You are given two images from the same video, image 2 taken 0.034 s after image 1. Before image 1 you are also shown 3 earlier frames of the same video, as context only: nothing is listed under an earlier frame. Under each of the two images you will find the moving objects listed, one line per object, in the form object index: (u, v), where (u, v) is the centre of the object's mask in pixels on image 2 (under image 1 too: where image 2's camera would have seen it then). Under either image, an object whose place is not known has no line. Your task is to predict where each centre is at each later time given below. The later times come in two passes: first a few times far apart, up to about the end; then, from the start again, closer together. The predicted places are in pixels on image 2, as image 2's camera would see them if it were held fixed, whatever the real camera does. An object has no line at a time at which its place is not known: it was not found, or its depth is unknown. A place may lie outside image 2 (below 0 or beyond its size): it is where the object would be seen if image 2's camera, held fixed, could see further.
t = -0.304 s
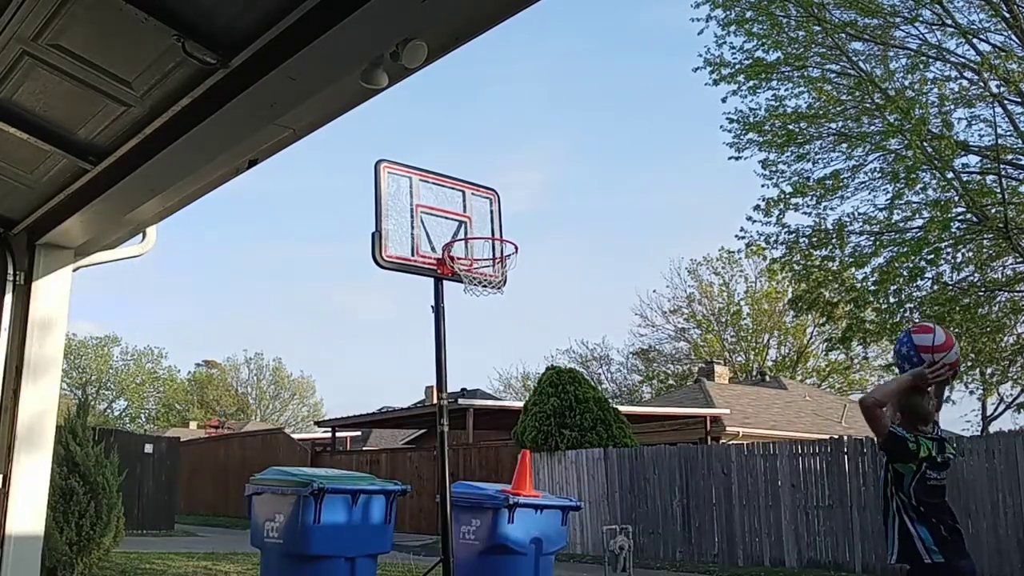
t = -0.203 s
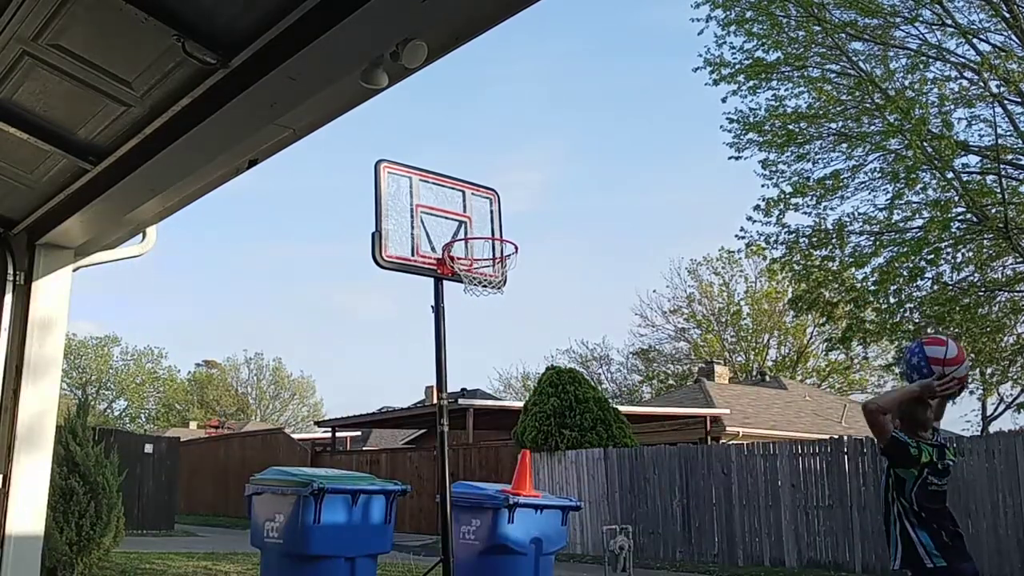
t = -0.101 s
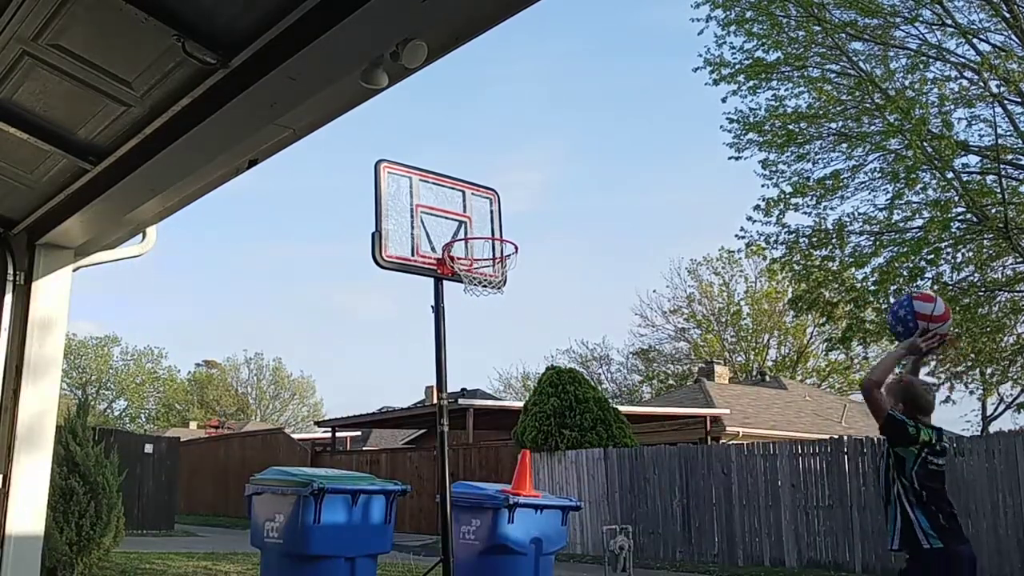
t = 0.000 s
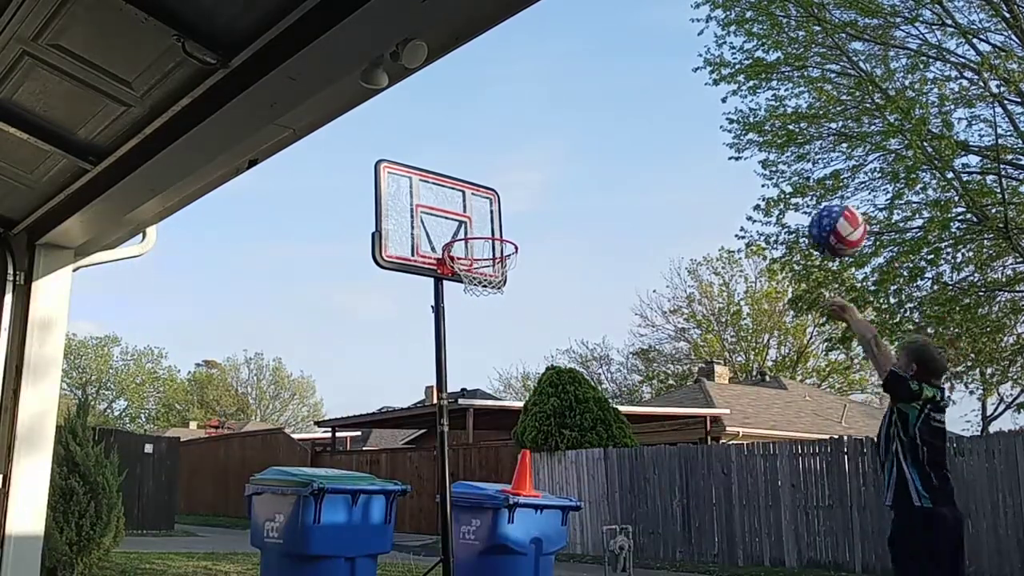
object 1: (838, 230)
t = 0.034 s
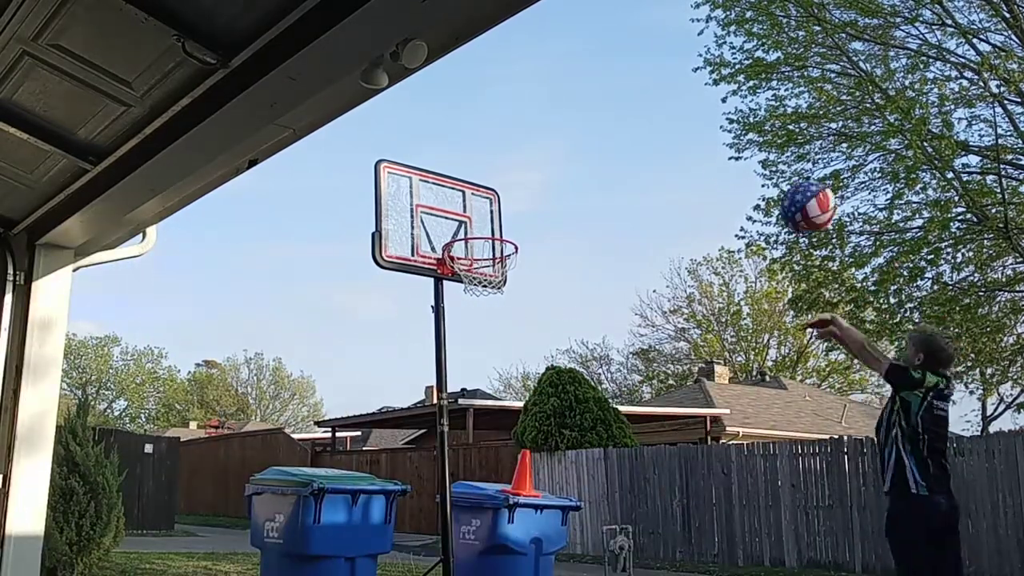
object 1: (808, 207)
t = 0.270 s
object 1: (640, 125)
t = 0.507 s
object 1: (517, 151)
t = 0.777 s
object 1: (420, 241)
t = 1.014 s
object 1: (375, 279)
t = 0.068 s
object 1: (780, 187)
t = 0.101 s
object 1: (753, 170)
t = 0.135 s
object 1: (729, 156)
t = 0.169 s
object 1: (705, 145)
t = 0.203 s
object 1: (682, 136)
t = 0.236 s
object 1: (661, 129)
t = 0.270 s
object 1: (640, 125)
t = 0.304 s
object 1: (621, 124)
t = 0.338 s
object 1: (602, 124)
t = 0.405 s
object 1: (567, 129)
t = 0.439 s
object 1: (550, 135)
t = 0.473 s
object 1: (533, 142)
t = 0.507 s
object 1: (517, 151)
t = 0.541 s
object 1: (502, 161)
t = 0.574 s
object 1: (487, 173)
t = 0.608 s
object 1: (472, 186)
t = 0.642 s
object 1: (458, 201)
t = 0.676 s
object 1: (444, 217)
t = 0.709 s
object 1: (431, 233)
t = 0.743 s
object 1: (421, 240)
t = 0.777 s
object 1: (420, 241)
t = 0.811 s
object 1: (415, 241)
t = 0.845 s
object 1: (409, 243)
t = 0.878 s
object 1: (401, 246)
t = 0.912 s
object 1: (397, 250)
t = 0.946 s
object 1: (389, 259)
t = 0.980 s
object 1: (382, 268)
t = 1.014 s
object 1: (375, 279)
